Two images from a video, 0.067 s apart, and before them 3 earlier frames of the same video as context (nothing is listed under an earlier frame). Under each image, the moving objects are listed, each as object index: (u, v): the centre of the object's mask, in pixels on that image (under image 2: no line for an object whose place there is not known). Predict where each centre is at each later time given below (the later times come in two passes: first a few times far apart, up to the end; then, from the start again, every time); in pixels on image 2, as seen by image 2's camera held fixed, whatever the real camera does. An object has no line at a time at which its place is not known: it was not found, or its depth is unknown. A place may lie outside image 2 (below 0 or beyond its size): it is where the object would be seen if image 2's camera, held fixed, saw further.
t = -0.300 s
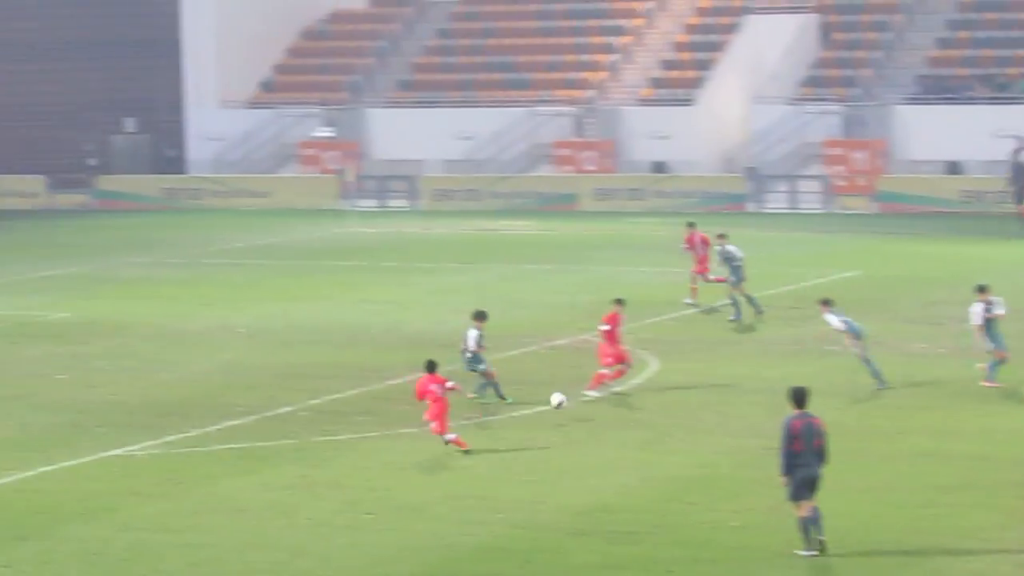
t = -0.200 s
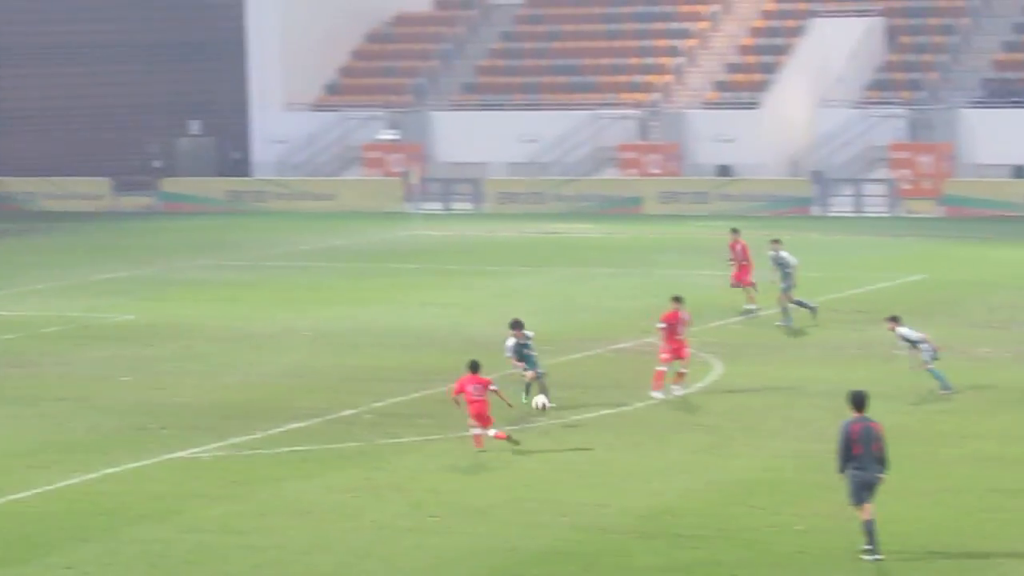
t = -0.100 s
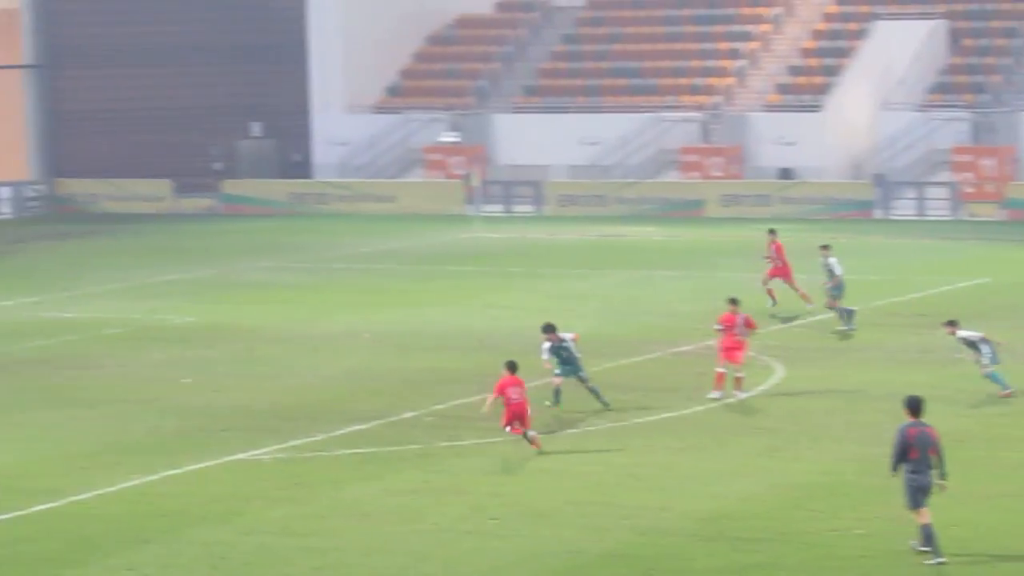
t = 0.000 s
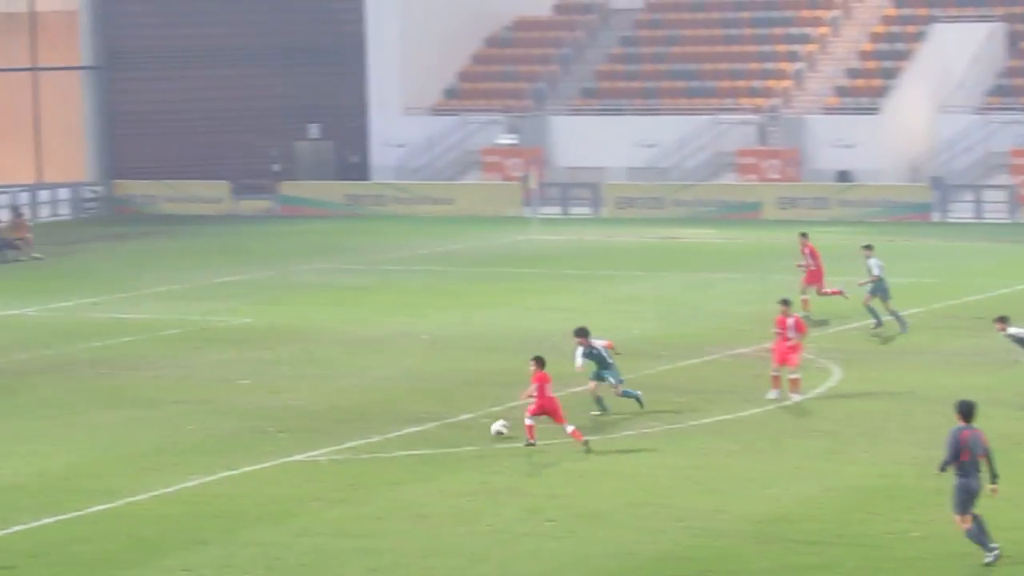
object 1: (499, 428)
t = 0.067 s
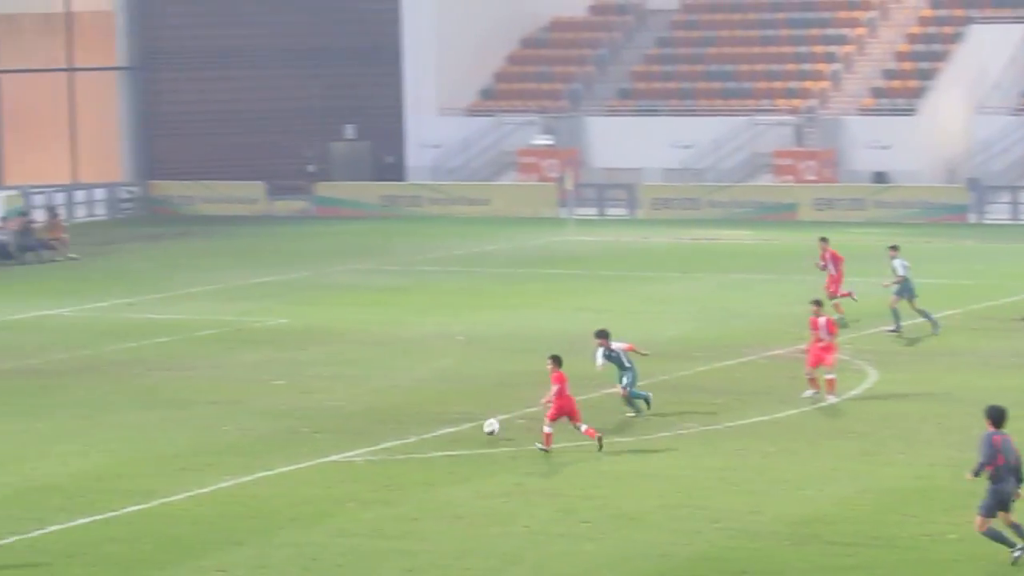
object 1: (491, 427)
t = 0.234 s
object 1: (395, 419)
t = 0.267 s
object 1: (377, 420)
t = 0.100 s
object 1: (472, 424)
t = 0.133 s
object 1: (453, 421)
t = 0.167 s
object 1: (434, 420)
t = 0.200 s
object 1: (415, 419)
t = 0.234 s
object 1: (395, 419)
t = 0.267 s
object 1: (377, 420)
